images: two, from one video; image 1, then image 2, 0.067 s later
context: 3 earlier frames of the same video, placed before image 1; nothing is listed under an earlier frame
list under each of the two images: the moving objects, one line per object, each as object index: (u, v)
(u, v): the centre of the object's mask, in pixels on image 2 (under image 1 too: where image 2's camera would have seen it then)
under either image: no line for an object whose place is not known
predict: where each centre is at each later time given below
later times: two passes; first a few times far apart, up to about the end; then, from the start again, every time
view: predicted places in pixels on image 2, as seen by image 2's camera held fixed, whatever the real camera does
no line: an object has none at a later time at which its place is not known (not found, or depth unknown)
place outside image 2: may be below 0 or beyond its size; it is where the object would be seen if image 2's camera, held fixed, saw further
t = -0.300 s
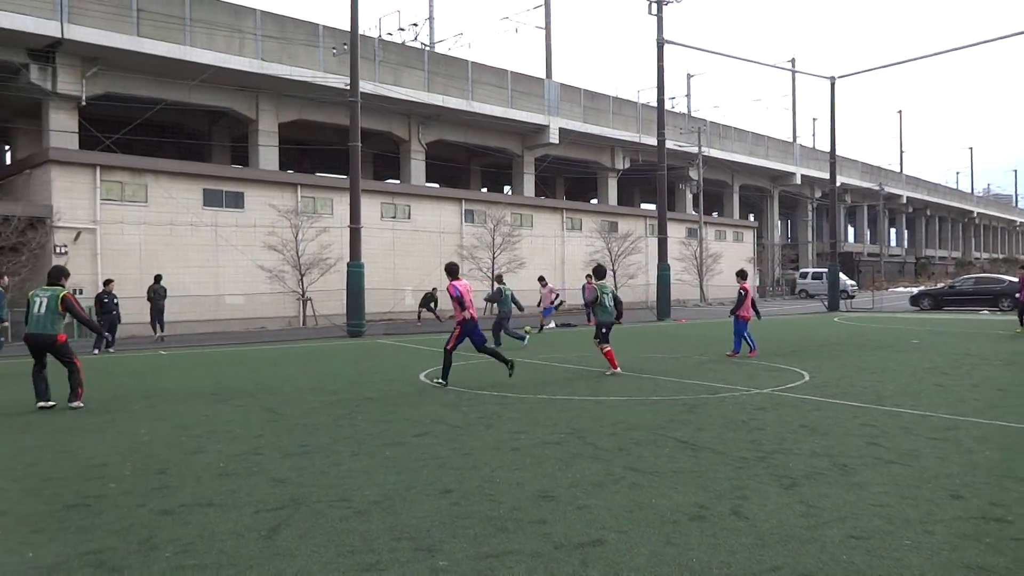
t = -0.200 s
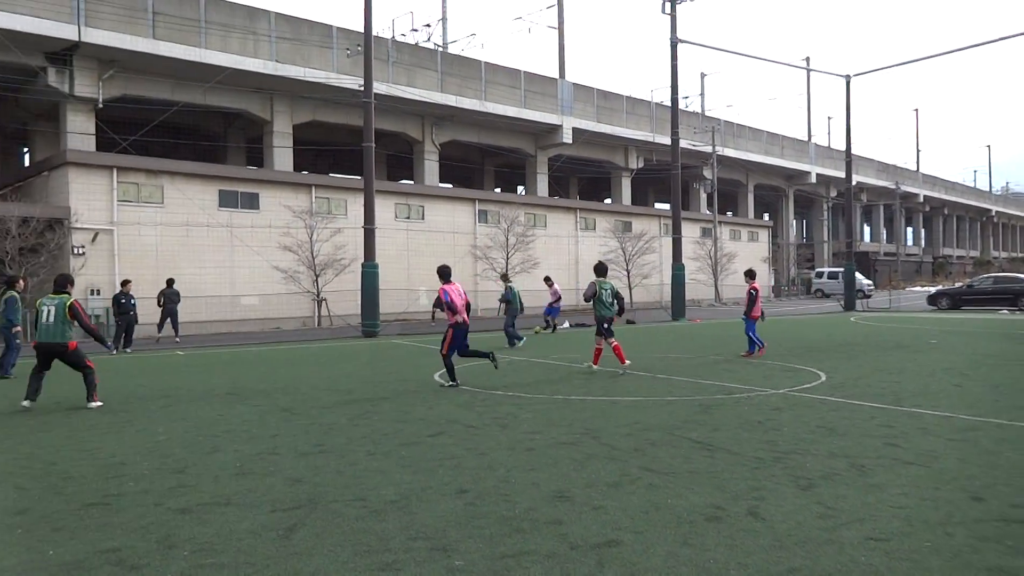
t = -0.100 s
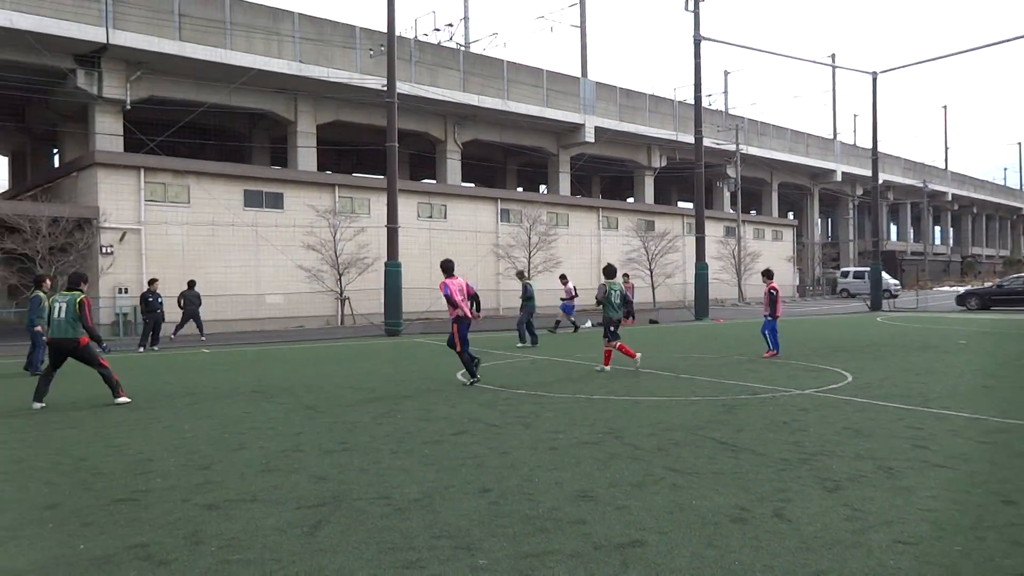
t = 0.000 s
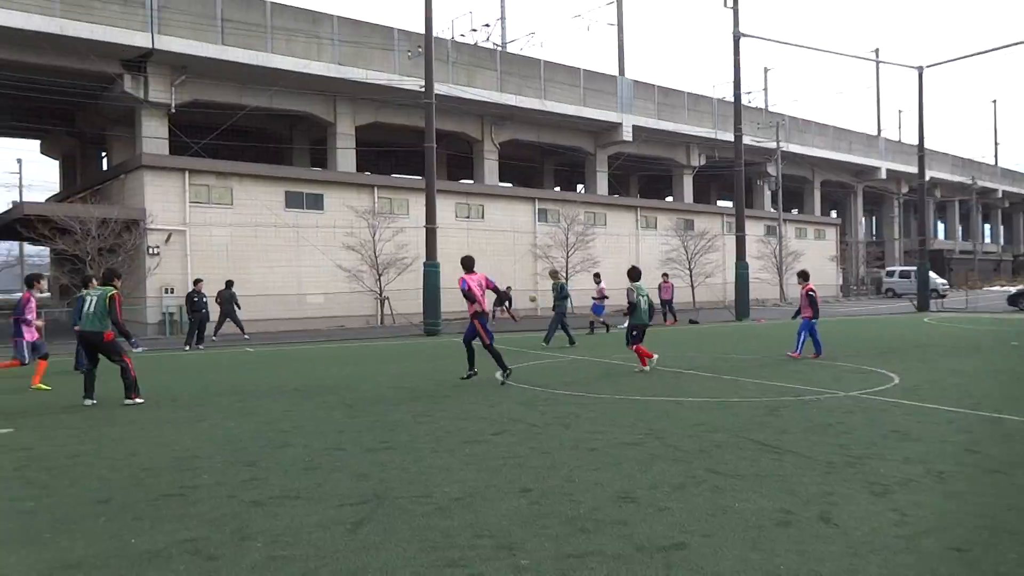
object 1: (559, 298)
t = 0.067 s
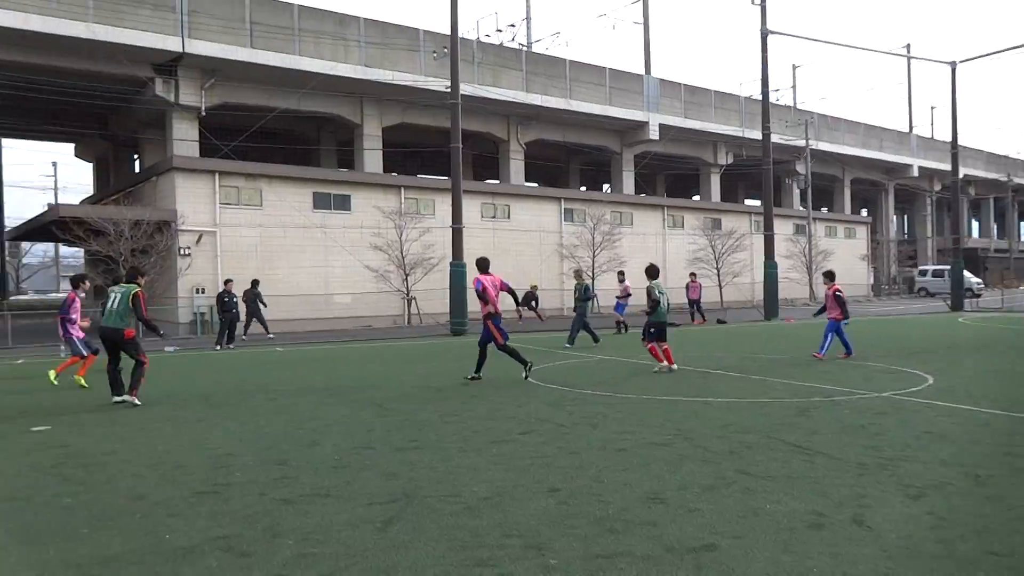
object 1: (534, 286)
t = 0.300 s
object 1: (432, 251)
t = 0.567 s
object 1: (283, 225)
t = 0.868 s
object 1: (31, 225)
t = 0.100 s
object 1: (521, 281)
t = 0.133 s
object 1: (506, 277)
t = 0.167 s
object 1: (492, 271)
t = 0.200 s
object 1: (478, 266)
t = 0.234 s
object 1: (464, 261)
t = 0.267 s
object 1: (448, 257)
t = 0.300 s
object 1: (432, 251)
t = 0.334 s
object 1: (416, 247)
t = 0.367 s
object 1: (399, 243)
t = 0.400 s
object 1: (381, 240)
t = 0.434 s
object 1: (364, 236)
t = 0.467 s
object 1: (344, 233)
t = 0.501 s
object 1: (324, 230)
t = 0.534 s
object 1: (304, 227)
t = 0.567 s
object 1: (283, 225)
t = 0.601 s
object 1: (259, 223)
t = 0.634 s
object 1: (235, 221)
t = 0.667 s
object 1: (211, 221)
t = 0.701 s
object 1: (184, 220)
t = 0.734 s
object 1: (158, 218)
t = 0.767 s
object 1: (128, 219)
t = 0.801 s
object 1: (98, 221)
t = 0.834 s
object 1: (64, 223)
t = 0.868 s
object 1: (31, 225)
